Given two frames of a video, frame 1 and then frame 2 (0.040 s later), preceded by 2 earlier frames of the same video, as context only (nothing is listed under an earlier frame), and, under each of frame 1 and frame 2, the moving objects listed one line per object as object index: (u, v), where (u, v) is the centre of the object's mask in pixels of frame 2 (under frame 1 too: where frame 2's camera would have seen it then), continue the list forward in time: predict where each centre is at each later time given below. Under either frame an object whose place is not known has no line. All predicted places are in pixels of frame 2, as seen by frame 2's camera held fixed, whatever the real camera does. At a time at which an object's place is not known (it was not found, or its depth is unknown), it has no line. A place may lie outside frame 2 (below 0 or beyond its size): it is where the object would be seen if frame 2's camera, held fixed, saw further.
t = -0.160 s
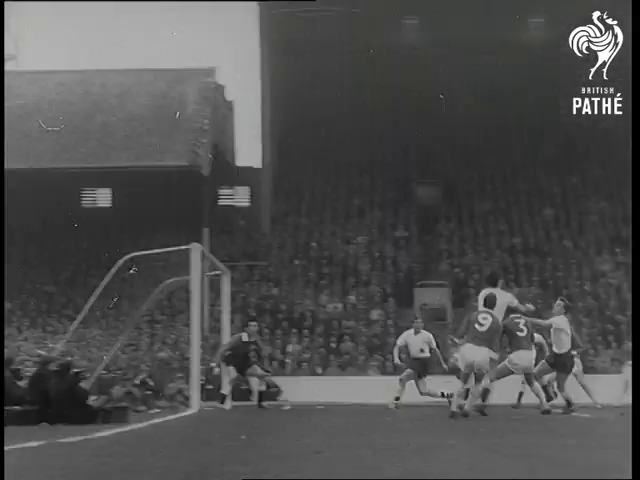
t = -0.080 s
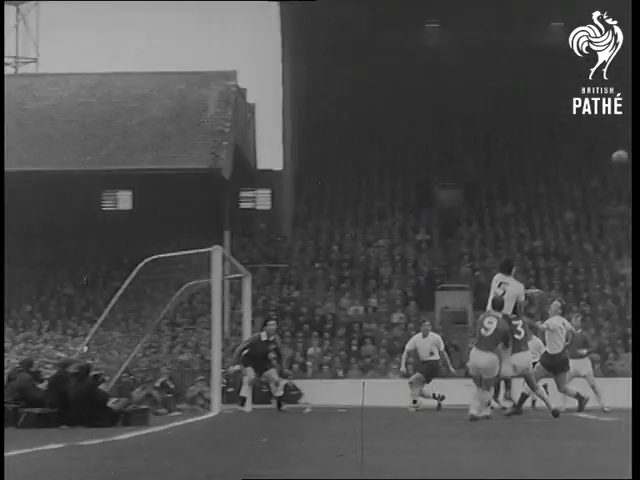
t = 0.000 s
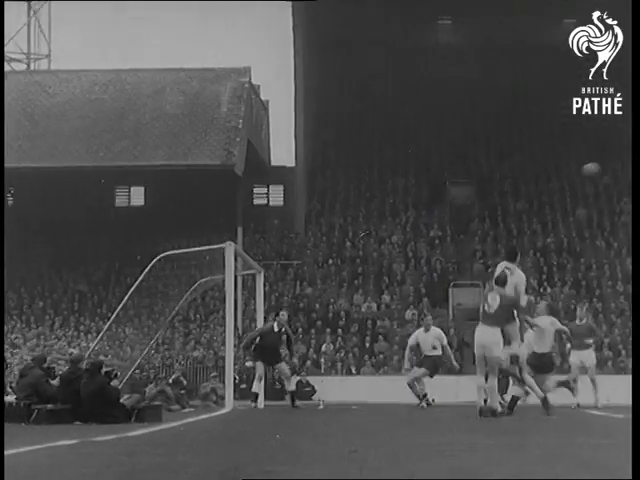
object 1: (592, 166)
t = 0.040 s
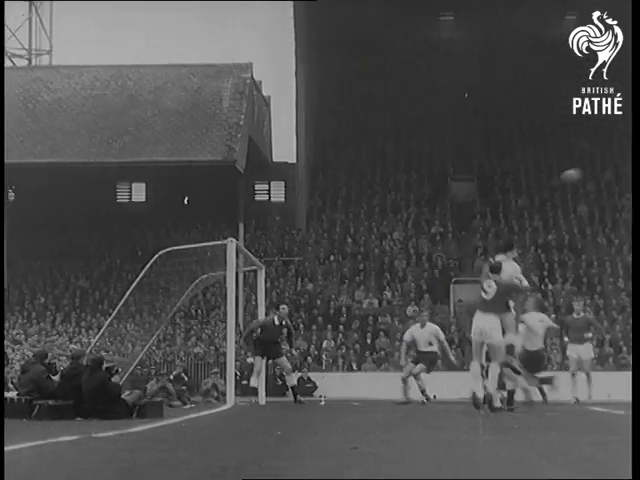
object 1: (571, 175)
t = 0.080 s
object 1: (550, 186)
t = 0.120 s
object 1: (528, 198)
